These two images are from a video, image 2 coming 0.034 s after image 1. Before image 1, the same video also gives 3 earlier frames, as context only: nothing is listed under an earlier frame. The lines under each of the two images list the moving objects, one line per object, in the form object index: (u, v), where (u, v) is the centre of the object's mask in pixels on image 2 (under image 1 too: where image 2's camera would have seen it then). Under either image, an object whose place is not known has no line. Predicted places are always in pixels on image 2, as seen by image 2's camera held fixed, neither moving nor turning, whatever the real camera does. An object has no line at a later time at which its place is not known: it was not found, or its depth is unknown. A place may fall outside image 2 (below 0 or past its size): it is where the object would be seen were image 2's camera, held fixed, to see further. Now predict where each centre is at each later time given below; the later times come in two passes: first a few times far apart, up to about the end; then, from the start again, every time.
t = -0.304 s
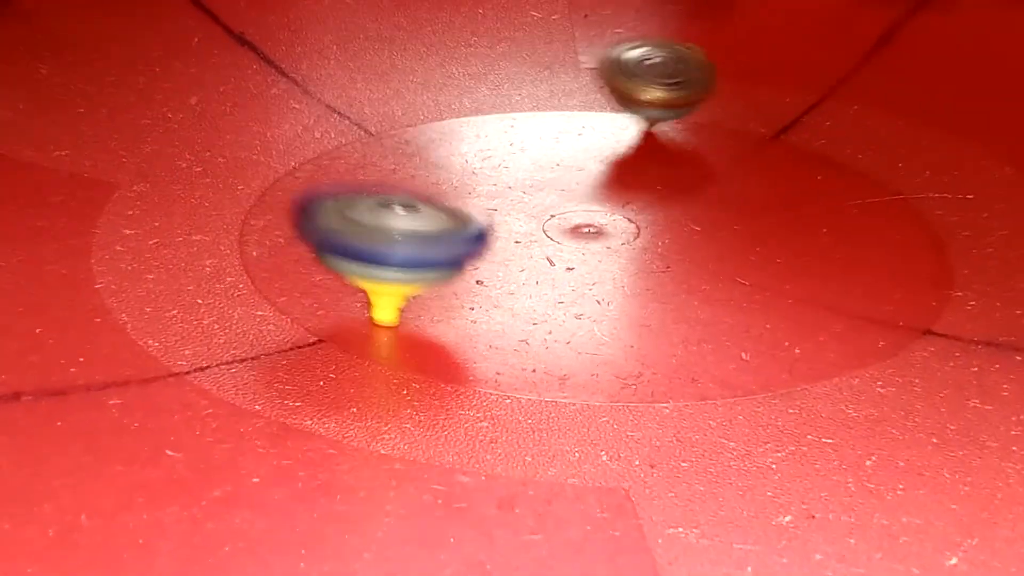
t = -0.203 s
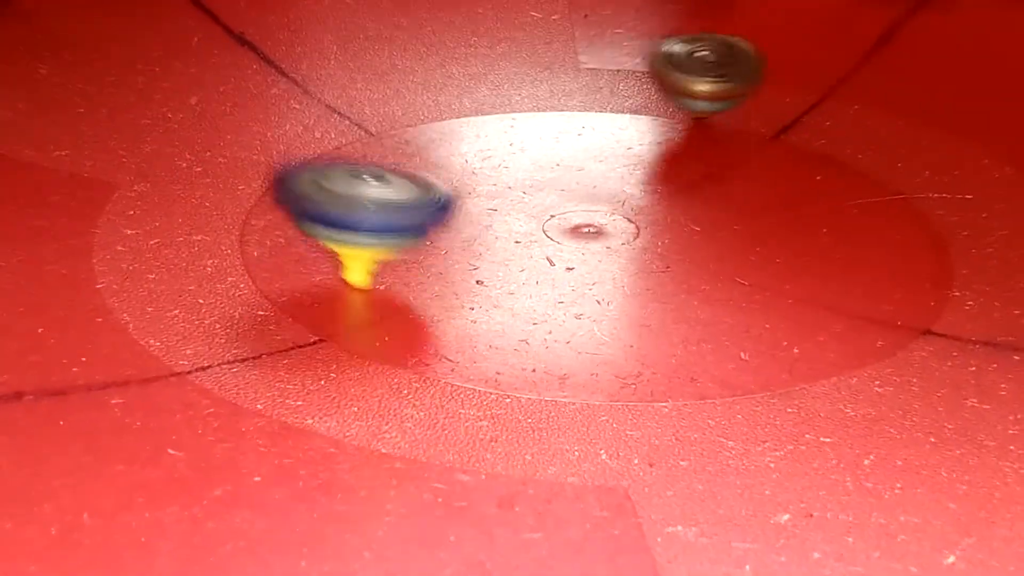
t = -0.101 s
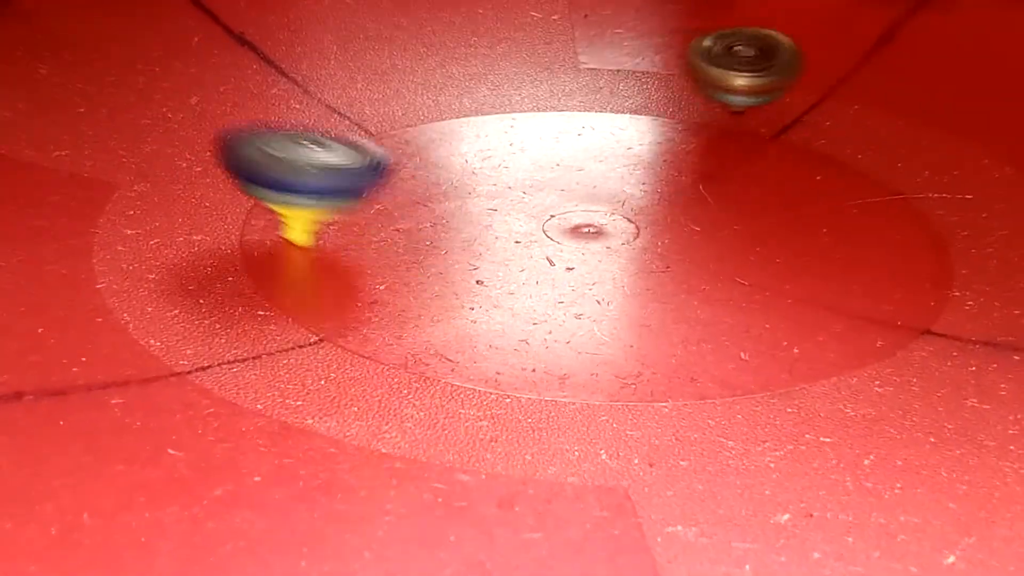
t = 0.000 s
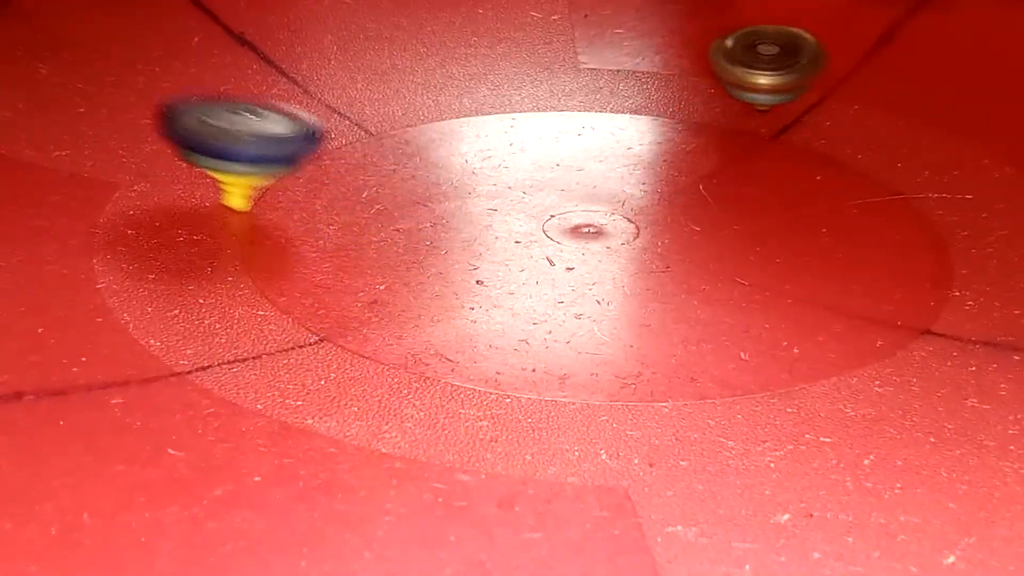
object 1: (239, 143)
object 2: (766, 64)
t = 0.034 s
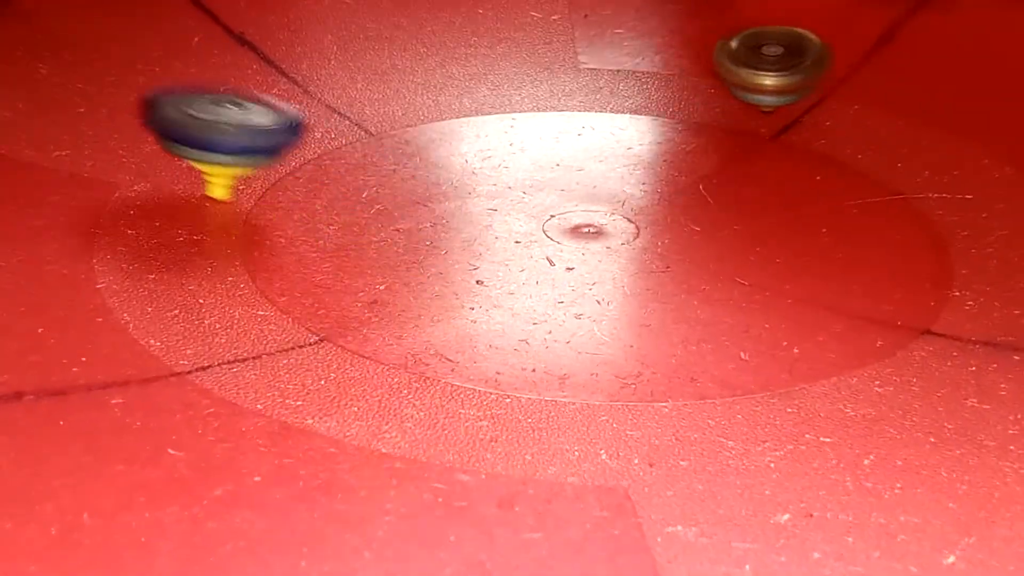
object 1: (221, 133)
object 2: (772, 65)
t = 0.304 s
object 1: (166, 112)
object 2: (796, 94)
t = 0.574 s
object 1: (248, 138)
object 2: (857, 147)
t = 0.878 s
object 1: (390, 103)
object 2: (887, 224)
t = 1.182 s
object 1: (450, 48)
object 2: (816, 293)
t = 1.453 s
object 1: (446, 46)
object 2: (663, 316)
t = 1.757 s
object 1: (554, 69)
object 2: (463, 284)
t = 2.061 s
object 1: (666, 66)
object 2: (351, 214)
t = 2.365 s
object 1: (754, 79)
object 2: (323, 141)
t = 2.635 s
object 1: (762, 96)
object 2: (366, 94)
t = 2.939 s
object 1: (772, 150)
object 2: (457, 67)
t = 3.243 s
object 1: (885, 228)
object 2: (574, 68)
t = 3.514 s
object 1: (874, 226)
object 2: (681, 87)
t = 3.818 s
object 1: (739, 232)
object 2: (789, 127)
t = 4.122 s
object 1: (536, 248)
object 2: (860, 190)
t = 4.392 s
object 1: (438, 238)
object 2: (849, 251)
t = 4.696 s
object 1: (388, 206)
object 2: (717, 290)
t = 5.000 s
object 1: (351, 164)
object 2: (525, 274)
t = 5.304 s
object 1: (365, 130)
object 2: (391, 214)
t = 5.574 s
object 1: (427, 99)
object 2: (350, 159)
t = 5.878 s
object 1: (493, 72)
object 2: (385, 113)
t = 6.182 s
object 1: (634, 38)
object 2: (395, 100)
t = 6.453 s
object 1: (586, 33)
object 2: (447, 110)
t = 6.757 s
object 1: (823, 127)
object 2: (507, 136)
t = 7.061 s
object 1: (960, 69)
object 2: (552, 167)
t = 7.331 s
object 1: (665, 124)
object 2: (577, 202)
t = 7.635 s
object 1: (759, 181)
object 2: (466, 293)
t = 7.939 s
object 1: (820, 190)
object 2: (430, 308)
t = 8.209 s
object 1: (803, 189)
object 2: (428, 263)
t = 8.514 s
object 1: (724, 188)
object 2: (468, 186)
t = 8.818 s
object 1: (636, 181)
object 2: (547, 120)
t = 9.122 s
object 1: (585, 156)
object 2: (658, 91)
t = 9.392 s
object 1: (471, 138)
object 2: (725, 94)
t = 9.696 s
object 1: (415, 128)
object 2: (768, 126)
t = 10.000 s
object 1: (402, 129)
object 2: (744, 176)
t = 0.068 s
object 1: (208, 125)
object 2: (776, 67)
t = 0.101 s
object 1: (195, 119)
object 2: (780, 69)
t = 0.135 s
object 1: (185, 115)
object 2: (782, 72)
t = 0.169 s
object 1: (177, 113)
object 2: (783, 75)
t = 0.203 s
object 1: (170, 111)
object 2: (784, 79)
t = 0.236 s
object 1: (166, 110)
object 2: (786, 84)
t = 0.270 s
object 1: (166, 111)
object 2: (791, 89)
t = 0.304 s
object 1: (166, 112)
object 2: (796, 94)
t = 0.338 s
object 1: (168, 113)
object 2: (804, 100)
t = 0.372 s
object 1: (174, 118)
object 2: (811, 106)
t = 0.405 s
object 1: (181, 123)
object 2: (819, 112)
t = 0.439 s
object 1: (190, 127)
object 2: (827, 119)
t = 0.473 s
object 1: (200, 132)
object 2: (835, 125)
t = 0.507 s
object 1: (215, 135)
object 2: (843, 132)
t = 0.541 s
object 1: (231, 137)
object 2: (850, 139)
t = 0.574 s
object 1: (248, 138)
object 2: (857, 147)
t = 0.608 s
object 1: (266, 137)
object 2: (863, 154)
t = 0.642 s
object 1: (280, 135)
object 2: (869, 163)
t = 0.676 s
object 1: (297, 134)
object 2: (874, 171)
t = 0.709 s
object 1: (314, 131)
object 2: (879, 180)
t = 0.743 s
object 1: (328, 126)
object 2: (883, 188)
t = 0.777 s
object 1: (345, 121)
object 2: (885, 197)
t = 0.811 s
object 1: (361, 116)
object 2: (887, 206)
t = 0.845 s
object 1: (376, 110)
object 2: (887, 215)
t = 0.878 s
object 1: (390, 103)
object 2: (887, 224)
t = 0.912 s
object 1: (402, 95)
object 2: (885, 233)
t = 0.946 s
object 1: (412, 87)
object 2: (882, 242)
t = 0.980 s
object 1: (421, 80)
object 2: (876, 250)
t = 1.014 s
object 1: (429, 73)
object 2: (870, 258)
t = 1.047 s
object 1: (436, 65)
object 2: (863, 266)
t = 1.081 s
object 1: (441, 58)
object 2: (854, 273)
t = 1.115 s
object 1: (446, 54)
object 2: (843, 281)
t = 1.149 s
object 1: (449, 51)
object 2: (830, 287)
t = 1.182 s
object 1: (450, 48)
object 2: (816, 293)
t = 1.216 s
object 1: (452, 45)
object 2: (802, 297)
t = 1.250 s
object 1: (454, 43)
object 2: (783, 302)
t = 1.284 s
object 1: (454, 42)
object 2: (765, 306)
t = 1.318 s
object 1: (454, 43)
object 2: (748, 309)
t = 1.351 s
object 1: (450, 43)
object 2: (727, 312)
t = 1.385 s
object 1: (447, 44)
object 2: (707, 314)
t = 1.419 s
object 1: (446, 45)
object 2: (685, 315)
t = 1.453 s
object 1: (446, 46)
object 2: (663, 316)
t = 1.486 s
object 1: (450, 50)
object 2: (641, 316)
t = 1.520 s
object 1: (455, 53)
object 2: (618, 315)
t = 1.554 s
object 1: (461, 57)
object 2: (594, 313)
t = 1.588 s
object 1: (469, 60)
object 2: (570, 310)
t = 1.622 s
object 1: (481, 63)
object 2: (546, 307)
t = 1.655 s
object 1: (496, 65)
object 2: (523, 302)
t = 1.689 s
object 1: (515, 68)
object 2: (501, 296)
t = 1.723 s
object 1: (534, 69)
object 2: (481, 290)
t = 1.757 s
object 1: (554, 69)
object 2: (463, 284)
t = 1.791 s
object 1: (575, 69)
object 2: (445, 277)
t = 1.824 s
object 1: (593, 69)
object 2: (427, 270)
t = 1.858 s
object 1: (611, 68)
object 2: (413, 263)
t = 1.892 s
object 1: (628, 67)
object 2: (399, 254)
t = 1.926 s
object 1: (639, 66)
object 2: (388, 247)
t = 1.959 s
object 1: (646, 65)
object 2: (376, 238)
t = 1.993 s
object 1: (653, 65)
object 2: (367, 230)
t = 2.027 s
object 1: (659, 65)
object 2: (359, 221)
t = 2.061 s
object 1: (666, 66)
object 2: (351, 214)
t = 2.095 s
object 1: (677, 68)
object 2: (344, 205)
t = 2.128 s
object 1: (690, 69)
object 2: (339, 197)
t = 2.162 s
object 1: (705, 70)
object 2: (333, 188)
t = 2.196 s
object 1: (720, 71)
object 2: (330, 180)
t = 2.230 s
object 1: (733, 72)
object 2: (327, 171)
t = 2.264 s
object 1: (741, 73)
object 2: (324, 163)
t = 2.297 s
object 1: (747, 76)
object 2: (322, 154)
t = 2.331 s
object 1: (752, 78)
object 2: (322, 148)
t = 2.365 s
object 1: (754, 79)
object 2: (323, 141)
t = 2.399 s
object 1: (758, 82)
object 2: (327, 133)
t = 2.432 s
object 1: (764, 83)
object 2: (330, 128)
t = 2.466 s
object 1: (767, 85)
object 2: (335, 121)
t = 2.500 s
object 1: (767, 87)
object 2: (341, 115)
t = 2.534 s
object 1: (767, 90)
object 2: (346, 109)
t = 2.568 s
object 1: (766, 92)
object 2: (352, 104)
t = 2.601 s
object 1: (764, 94)
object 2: (359, 100)
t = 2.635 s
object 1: (762, 96)
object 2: (366, 94)
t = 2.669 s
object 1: (761, 99)
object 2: (374, 90)
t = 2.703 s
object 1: (759, 103)
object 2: (384, 86)
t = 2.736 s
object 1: (758, 107)
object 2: (393, 82)
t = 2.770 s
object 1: (757, 113)
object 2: (402, 78)
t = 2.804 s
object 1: (756, 118)
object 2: (412, 75)
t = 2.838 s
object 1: (757, 124)
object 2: (424, 73)
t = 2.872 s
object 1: (759, 133)
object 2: (434, 71)
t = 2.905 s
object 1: (764, 142)
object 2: (445, 69)
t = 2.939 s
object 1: (772, 150)
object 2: (457, 67)
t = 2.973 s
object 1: (782, 159)
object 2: (468, 66)
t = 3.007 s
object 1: (794, 169)
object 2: (480, 66)
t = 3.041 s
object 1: (807, 179)
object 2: (492, 65)
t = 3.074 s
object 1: (819, 188)
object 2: (506, 65)
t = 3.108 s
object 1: (831, 198)
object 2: (520, 65)
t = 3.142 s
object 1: (845, 207)
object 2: (533, 65)
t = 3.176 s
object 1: (858, 216)
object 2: (548, 66)
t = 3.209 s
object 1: (871, 222)
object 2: (561, 66)
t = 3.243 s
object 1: (885, 228)
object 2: (574, 68)
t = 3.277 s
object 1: (894, 229)
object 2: (587, 70)
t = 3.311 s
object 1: (897, 231)
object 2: (600, 72)
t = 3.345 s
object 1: (896, 231)
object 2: (614, 73)
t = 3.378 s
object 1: (895, 231)
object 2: (629, 75)
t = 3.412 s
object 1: (891, 230)
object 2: (641, 78)
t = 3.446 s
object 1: (885, 229)
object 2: (654, 81)
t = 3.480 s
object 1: (880, 227)
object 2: (667, 84)
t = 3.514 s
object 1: (874, 226)
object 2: (681, 87)
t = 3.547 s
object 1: (868, 225)
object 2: (693, 90)
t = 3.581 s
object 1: (859, 225)
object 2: (706, 93)
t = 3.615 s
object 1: (848, 225)
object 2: (719, 97)
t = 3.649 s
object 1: (834, 225)
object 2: (733, 102)
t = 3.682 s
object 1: (819, 225)
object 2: (744, 105)
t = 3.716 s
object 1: (801, 226)
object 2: (755, 111)
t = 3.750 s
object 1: (781, 229)
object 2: (766, 116)
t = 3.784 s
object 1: (760, 231)
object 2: (778, 121)
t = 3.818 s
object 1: (739, 232)
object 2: (789, 127)
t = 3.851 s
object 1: (719, 235)
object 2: (800, 133)
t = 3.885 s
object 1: (697, 238)
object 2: (809, 139)
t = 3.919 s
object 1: (673, 241)
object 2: (819, 146)
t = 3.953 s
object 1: (650, 243)
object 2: (827, 153)
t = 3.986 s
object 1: (625, 244)
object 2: (835, 160)
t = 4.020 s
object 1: (603, 246)
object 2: (843, 167)
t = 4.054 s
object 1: (581, 246)
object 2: (849, 175)
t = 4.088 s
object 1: (558, 248)
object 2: (856, 182)
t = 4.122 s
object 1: (536, 248)
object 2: (860, 190)
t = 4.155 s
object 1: (518, 248)
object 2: (863, 198)
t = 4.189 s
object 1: (501, 247)
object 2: (864, 206)
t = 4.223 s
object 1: (487, 246)
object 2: (865, 214)
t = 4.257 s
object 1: (474, 245)
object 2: (865, 222)
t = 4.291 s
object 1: (463, 243)
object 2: (864, 230)
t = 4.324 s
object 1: (451, 241)
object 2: (860, 237)
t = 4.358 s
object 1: (445, 240)
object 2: (856, 244)
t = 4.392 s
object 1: (438, 238)
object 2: (849, 251)
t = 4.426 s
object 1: (434, 236)
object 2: (839, 257)
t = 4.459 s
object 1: (430, 233)
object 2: (828, 263)
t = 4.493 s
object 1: (426, 231)
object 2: (816, 269)
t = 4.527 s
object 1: (422, 227)
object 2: (803, 274)
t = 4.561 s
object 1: (417, 224)
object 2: (789, 279)
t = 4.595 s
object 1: (411, 220)
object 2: (773, 283)
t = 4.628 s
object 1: (404, 216)
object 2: (755, 286)
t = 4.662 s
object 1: (396, 211)
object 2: (737, 289)
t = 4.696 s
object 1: (388, 206)
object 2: (717, 290)
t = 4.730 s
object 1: (381, 200)
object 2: (698, 291)
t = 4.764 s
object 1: (376, 196)
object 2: (677, 292)
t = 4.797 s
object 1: (370, 190)
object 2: (657, 292)
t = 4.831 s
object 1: (365, 185)
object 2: (635, 291)
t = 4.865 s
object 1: (361, 181)
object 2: (613, 289)
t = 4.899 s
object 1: (357, 177)
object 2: (589, 287)
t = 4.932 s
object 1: (353, 172)
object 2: (567, 283)
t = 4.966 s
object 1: (352, 167)
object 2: (546, 278)
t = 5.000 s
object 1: (351, 164)
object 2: (525, 274)
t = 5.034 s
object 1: (350, 160)
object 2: (505, 268)
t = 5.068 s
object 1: (349, 156)
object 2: (487, 263)
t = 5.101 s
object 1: (350, 152)
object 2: (468, 257)
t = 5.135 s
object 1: (351, 149)
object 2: (452, 250)
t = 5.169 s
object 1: (352, 147)
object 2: (437, 244)
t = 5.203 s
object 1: (355, 143)
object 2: (424, 237)
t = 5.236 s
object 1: (359, 138)
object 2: (412, 229)
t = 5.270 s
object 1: (362, 134)
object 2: (401, 222)
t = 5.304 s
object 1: (365, 130)
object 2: (391, 214)
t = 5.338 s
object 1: (370, 125)
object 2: (383, 206)
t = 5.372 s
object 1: (376, 122)
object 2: (376, 197)
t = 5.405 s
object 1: (382, 118)
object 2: (370, 190)
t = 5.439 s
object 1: (391, 113)
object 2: (363, 183)
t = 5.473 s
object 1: (401, 109)
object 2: (358, 177)
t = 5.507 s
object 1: (411, 106)
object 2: (354, 171)
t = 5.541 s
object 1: (418, 102)
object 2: (350, 165)
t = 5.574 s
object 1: (427, 99)
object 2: (350, 159)
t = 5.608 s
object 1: (436, 95)
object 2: (350, 153)
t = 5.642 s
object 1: (444, 91)
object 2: (353, 147)
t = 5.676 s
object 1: (452, 86)
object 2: (355, 141)
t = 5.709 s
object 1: (460, 83)
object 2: (357, 136)
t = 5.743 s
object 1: (468, 79)
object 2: (360, 132)
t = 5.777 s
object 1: (475, 77)
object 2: (365, 126)
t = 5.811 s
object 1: (482, 75)
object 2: (371, 122)
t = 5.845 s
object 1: (487, 73)
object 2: (378, 117)
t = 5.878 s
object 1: (493, 72)
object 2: (385, 113)
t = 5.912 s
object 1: (498, 70)
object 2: (394, 109)
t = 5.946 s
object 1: (504, 69)
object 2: (400, 105)
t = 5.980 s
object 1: (509, 69)
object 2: (409, 102)
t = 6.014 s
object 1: (516, 68)
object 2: (416, 99)
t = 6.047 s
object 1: (539, 63)
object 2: (406, 99)
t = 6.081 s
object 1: (568, 58)
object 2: (396, 100)
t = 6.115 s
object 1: (594, 52)
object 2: (394, 100)
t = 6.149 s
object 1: (616, 44)
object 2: (394, 100)
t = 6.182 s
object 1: (634, 38)
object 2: (395, 100)
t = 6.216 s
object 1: (645, 32)
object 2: (398, 100)
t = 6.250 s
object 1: (649, 28)
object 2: (403, 102)
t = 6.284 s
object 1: (649, 26)
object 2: (409, 103)
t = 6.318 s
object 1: (643, 24)
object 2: (416, 104)
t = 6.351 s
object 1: (630, 24)
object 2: (423, 104)
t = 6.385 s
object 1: (615, 25)
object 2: (430, 106)
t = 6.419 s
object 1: (599, 28)
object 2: (438, 107)
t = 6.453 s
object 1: (586, 33)
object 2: (447, 110)
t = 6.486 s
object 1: (578, 43)
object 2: (455, 111)
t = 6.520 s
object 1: (574, 56)
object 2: (465, 113)
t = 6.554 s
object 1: (578, 69)
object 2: (476, 115)
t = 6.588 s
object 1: (592, 81)
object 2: (487, 118)
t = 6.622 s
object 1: (619, 94)
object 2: (492, 122)
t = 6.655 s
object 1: (665, 108)
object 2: (494, 125)
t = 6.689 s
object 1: (712, 118)
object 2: (498, 129)
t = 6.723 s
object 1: (766, 123)
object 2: (502, 132)
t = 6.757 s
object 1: (823, 127)
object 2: (507, 136)
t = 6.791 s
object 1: (882, 126)
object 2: (512, 139)
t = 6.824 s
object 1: (932, 120)
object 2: (517, 143)
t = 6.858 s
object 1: (965, 112)
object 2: (523, 147)
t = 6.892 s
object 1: (981, 104)
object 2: (528, 150)
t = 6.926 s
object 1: (989, 96)
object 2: (533, 154)
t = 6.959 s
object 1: (993, 88)
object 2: (537, 158)
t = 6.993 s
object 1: (989, 81)
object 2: (543, 162)
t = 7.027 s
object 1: (980, 75)
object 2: (548, 164)
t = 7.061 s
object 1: (960, 69)
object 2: (552, 167)
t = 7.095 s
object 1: (922, 68)
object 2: (557, 172)
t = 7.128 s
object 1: (878, 72)
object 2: (562, 176)
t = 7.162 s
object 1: (834, 78)
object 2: (567, 180)
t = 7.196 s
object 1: (790, 85)
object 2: (572, 184)
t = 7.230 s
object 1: (751, 94)
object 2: (576, 188)
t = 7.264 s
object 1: (717, 103)
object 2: (577, 193)
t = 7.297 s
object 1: (688, 113)
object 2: (577, 198)
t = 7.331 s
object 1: (665, 124)
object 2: (577, 202)
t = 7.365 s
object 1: (650, 134)
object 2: (579, 206)
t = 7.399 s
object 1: (644, 147)
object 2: (574, 214)
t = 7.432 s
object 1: (653, 158)
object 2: (554, 229)
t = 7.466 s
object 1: (671, 165)
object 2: (531, 247)
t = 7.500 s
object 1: (691, 169)
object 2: (514, 258)
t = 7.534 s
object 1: (711, 173)
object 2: (500, 268)
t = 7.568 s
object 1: (729, 176)
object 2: (486, 277)
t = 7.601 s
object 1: (744, 178)
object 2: (475, 285)
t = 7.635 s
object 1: (759, 181)
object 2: (466, 293)
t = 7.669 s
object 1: (772, 183)
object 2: (458, 299)
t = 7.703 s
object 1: (782, 184)
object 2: (450, 303)
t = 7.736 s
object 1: (792, 186)
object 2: (441, 308)
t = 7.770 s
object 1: (800, 187)
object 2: (434, 310)
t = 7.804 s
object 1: (806, 188)
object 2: (432, 312)
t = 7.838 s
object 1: (811, 189)
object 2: (429, 312)
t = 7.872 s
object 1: (814, 190)
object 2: (429, 312)
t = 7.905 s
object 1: (818, 190)
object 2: (429, 311)
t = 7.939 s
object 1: (820, 190)
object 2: (430, 308)
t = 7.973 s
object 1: (822, 189)
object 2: (430, 305)
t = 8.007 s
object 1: (822, 188)
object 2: (431, 300)
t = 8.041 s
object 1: (822, 188)
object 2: (428, 295)
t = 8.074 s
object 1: (820, 188)
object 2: (424, 290)
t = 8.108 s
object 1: (817, 189)
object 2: (422, 284)
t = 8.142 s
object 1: (814, 188)
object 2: (423, 278)
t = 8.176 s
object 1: (808, 189)
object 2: (425, 271)
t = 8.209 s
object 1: (803, 189)
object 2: (428, 263)
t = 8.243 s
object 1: (795, 189)
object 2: (431, 256)
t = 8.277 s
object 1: (787, 189)
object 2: (435, 248)
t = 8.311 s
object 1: (779, 189)
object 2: (438, 240)
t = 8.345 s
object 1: (772, 189)
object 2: (442, 232)
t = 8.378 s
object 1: (762, 189)
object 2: (446, 223)
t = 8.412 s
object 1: (753, 189)
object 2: (451, 214)
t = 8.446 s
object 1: (743, 188)
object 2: (456, 205)
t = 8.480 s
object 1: (733, 188)
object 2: (461, 196)
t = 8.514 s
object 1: (724, 188)
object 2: (468, 186)
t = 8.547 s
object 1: (715, 187)
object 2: (474, 178)
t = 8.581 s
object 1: (707, 188)
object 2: (482, 169)
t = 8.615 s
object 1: (697, 187)
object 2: (489, 161)
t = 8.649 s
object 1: (688, 186)
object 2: (499, 154)
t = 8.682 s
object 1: (677, 186)
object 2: (508, 147)
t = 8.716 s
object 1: (668, 185)
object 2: (518, 140)
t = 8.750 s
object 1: (658, 183)
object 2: (528, 134)
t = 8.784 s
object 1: (647, 183)
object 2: (538, 128)
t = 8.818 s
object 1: (636, 181)
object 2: (547, 120)
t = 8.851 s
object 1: (624, 181)
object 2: (561, 113)
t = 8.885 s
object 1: (613, 179)
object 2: (573, 107)
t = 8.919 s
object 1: (603, 179)
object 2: (586, 103)
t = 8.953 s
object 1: (597, 178)
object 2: (598, 100)
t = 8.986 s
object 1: (593, 176)
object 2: (611, 98)
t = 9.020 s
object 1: (593, 174)
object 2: (624, 97)
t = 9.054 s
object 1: (599, 170)
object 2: (636, 94)
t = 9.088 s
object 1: (596, 163)
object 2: (648, 92)
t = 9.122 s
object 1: (585, 156)
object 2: (658, 91)
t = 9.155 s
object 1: (569, 152)
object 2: (669, 91)
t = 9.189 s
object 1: (551, 149)
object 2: (677, 90)
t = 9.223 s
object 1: (536, 146)
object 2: (686, 90)
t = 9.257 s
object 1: (521, 144)
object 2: (694, 90)
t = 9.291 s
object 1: (507, 142)
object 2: (703, 90)
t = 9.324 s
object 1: (494, 141)
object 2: (711, 91)
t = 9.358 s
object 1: (483, 140)
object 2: (717, 92)
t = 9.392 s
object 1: (471, 138)
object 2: (725, 94)
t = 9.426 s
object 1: (463, 136)
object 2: (733, 95)
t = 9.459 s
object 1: (456, 135)
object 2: (740, 98)
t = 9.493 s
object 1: (448, 134)
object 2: (746, 101)
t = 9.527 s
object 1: (442, 133)
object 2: (751, 105)
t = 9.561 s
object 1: (435, 132)
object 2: (757, 108)
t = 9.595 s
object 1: (430, 131)
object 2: (761, 112)
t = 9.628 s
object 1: (424, 129)
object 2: (764, 116)
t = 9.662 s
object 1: (419, 128)
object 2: (766, 121)
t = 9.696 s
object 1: (415, 128)
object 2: (768, 126)
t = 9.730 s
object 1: (410, 128)
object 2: (769, 131)
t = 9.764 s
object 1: (408, 127)
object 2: (770, 135)
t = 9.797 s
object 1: (404, 127)
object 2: (769, 141)
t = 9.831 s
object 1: (402, 127)
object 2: (768, 147)
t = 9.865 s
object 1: (401, 127)
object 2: (766, 152)
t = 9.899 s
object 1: (401, 127)
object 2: (762, 158)
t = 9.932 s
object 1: (401, 128)
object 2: (758, 165)
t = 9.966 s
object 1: (401, 128)
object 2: (751, 170)
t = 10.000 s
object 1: (402, 129)
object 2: (744, 176)
